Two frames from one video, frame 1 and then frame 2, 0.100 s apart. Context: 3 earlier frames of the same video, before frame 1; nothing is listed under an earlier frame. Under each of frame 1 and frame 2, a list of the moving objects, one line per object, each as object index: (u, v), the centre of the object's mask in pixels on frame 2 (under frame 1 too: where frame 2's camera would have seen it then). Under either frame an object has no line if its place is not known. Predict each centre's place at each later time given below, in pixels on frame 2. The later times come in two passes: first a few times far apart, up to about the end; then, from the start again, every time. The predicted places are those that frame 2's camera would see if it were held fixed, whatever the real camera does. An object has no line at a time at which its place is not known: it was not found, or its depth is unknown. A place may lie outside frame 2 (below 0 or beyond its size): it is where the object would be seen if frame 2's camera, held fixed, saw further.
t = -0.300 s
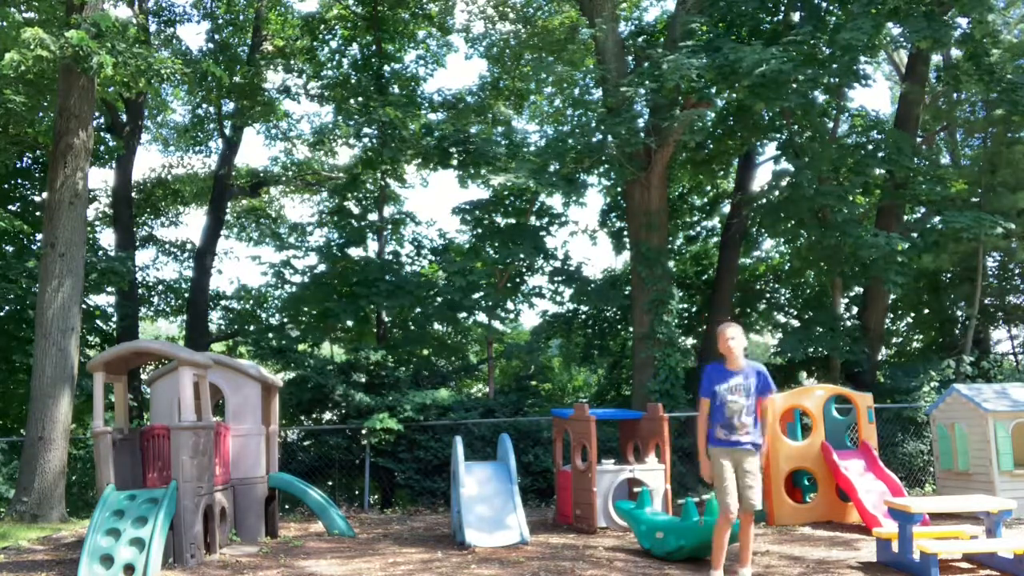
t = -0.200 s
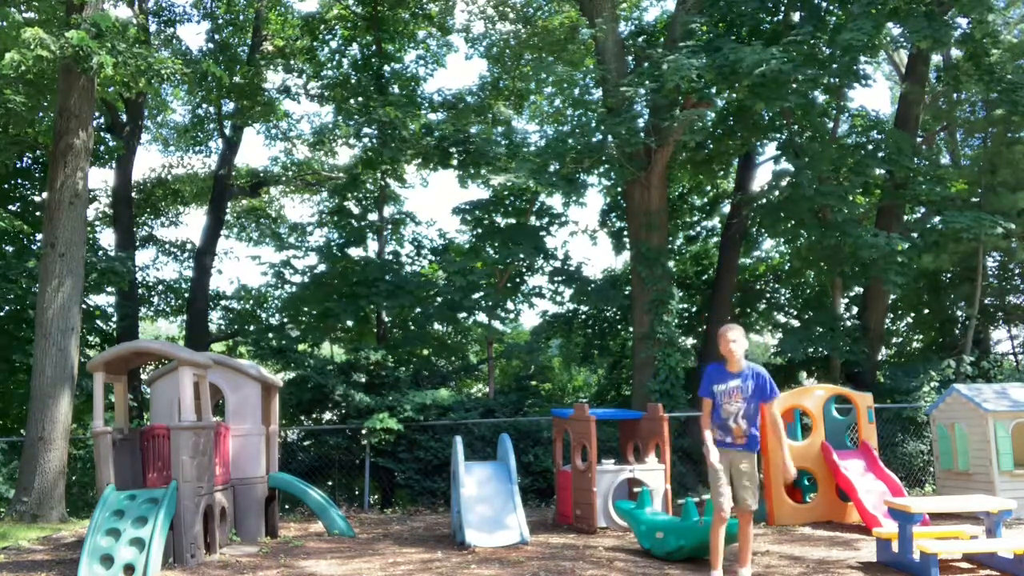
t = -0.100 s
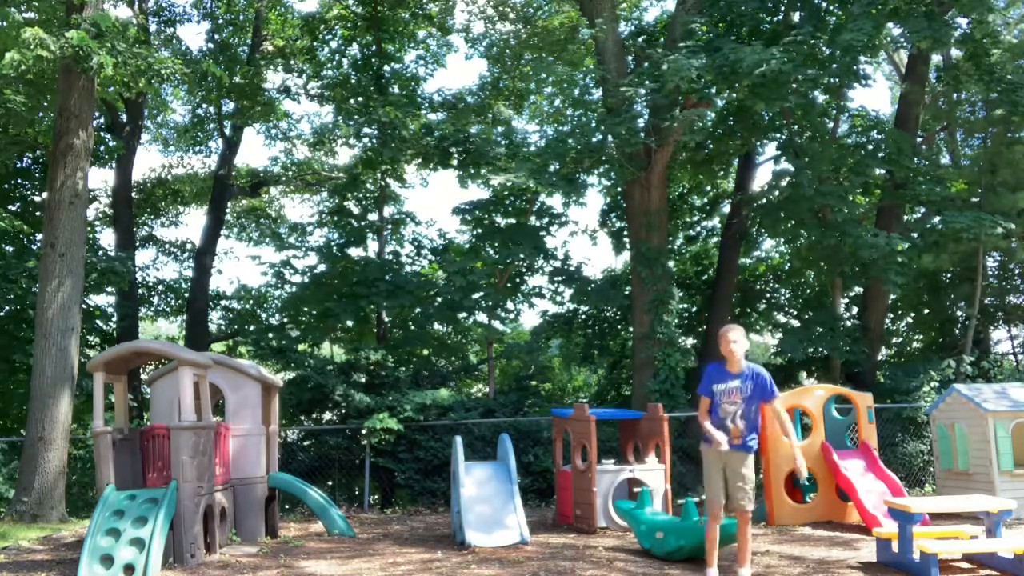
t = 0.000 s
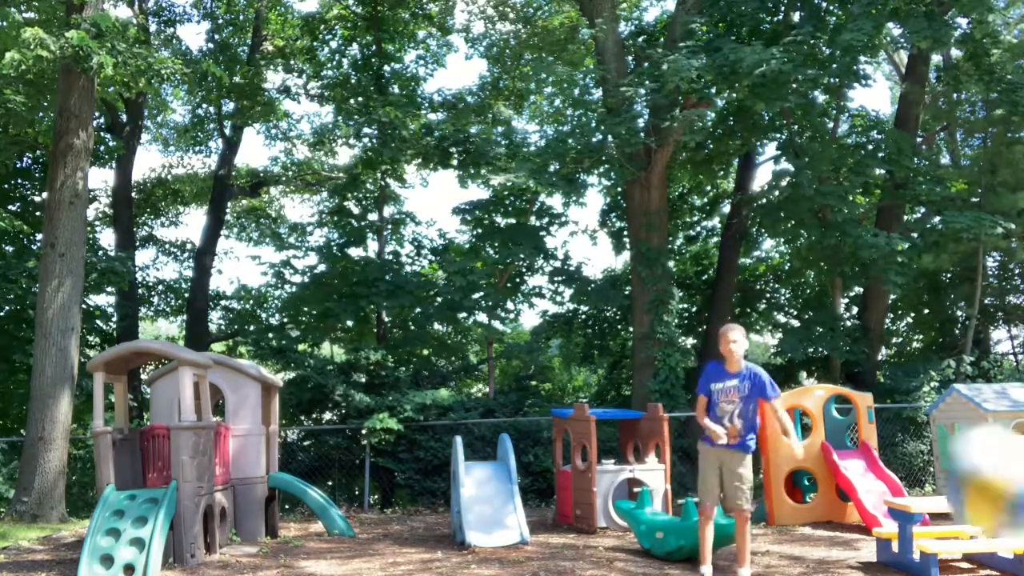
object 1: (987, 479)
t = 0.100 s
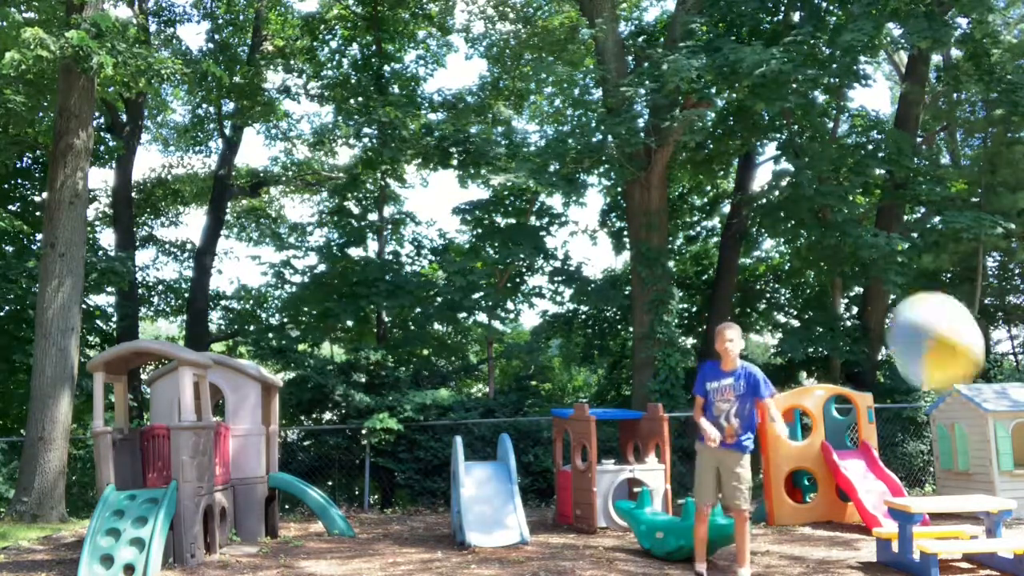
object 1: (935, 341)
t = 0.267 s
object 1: (867, 240)
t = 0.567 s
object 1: (801, 278)
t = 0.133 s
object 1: (919, 309)
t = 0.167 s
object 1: (904, 284)
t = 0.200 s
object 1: (890, 264)
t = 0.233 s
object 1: (879, 250)
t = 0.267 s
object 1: (867, 240)
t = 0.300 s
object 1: (857, 233)
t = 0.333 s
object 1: (848, 230)
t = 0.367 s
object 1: (840, 229)
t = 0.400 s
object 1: (832, 232)
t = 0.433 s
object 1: (824, 237)
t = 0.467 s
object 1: (818, 244)
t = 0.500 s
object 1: (811, 253)
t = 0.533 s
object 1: (806, 265)
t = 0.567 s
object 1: (801, 278)
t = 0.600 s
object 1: (796, 292)
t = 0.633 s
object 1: (791, 308)
